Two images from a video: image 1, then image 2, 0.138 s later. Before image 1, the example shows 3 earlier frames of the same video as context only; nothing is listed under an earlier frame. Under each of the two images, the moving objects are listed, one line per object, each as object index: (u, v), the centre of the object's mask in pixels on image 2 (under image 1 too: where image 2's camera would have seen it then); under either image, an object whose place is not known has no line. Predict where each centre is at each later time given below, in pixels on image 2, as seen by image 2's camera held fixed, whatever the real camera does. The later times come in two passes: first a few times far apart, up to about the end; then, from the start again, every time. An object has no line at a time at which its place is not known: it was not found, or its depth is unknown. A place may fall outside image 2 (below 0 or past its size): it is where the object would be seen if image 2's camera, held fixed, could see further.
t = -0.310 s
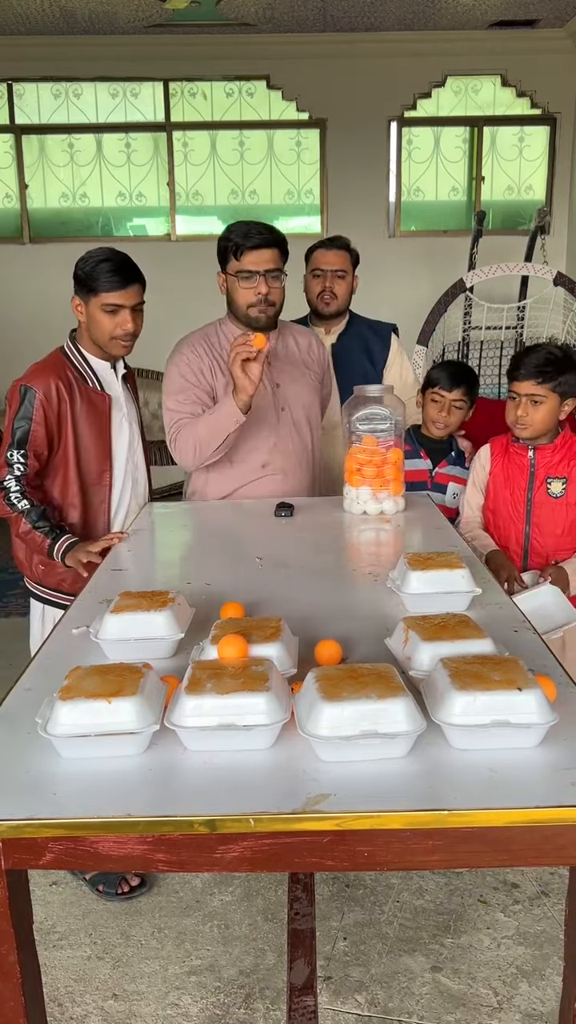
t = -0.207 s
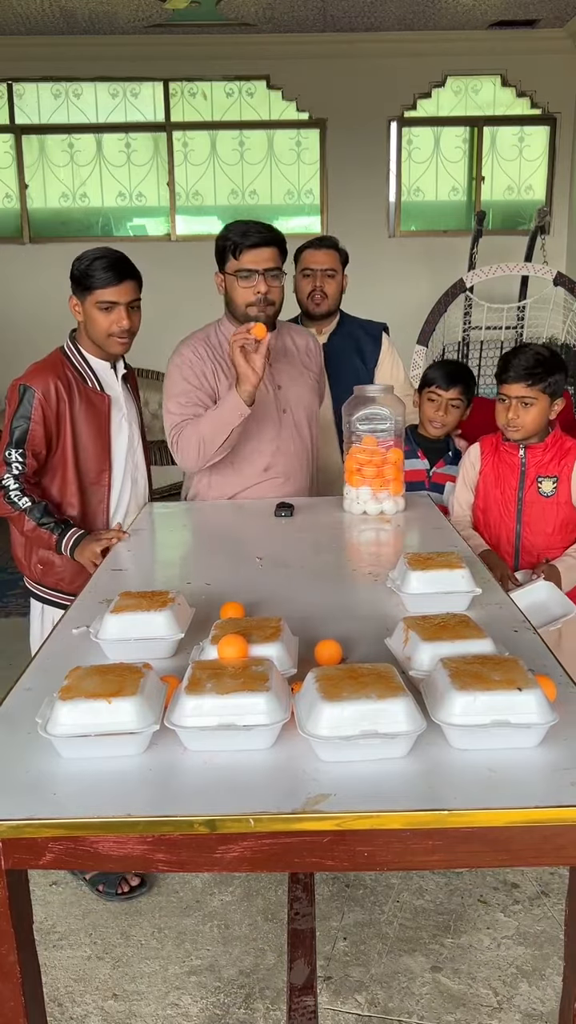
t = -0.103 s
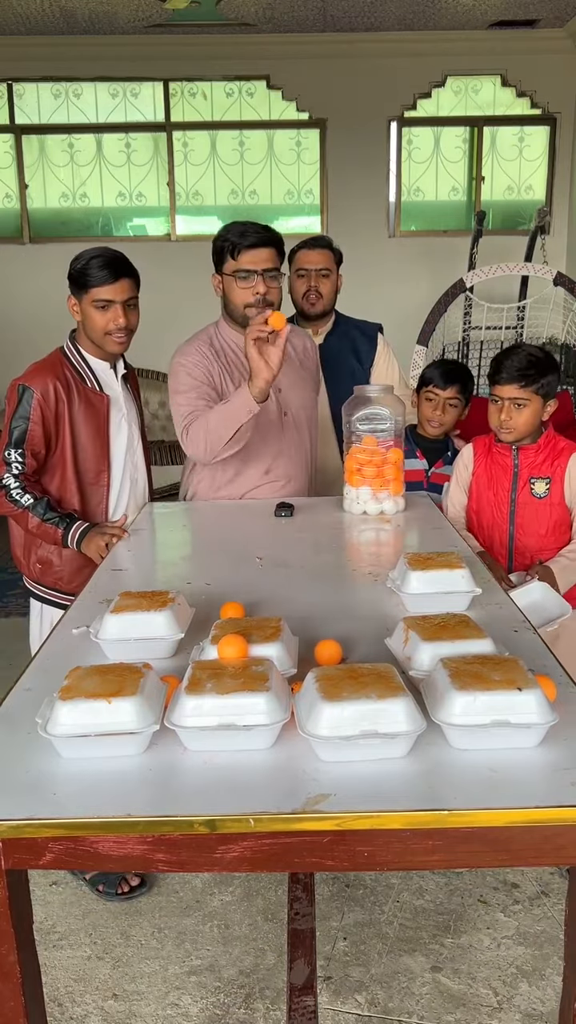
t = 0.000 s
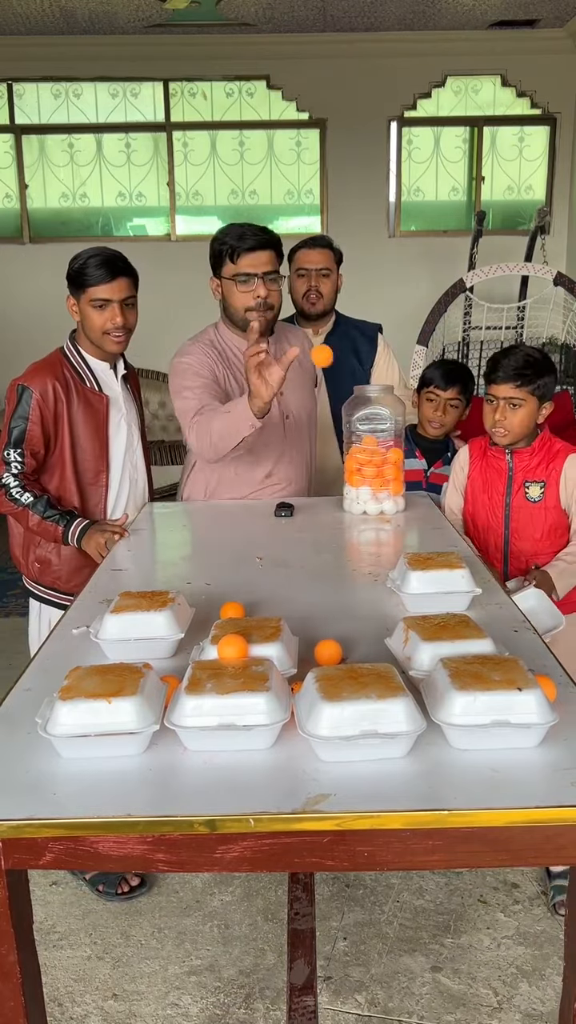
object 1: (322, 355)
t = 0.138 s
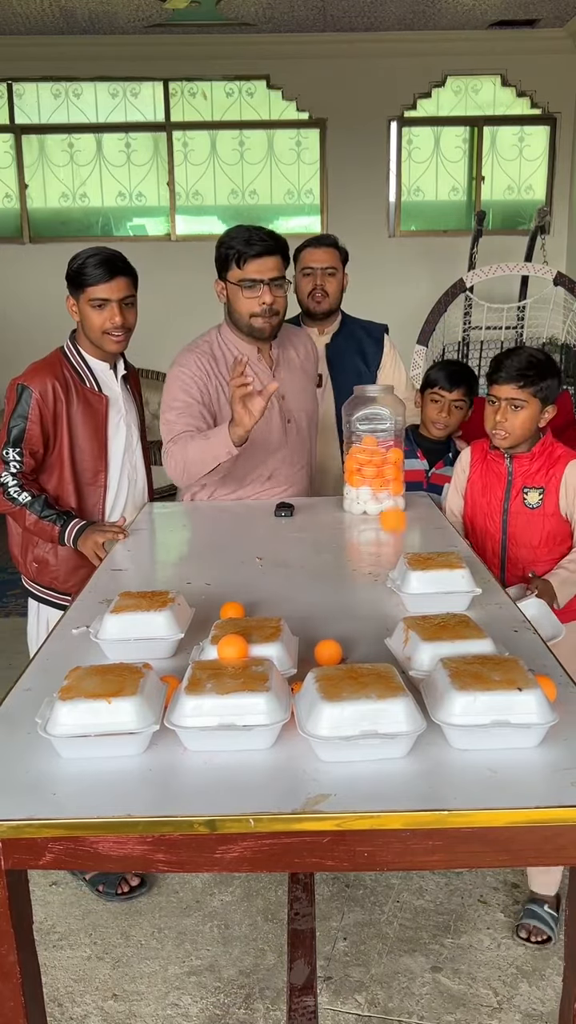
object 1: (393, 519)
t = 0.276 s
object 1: (433, 608)
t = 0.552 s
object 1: (431, 607)
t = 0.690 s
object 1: (431, 609)
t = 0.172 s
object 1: (414, 590)
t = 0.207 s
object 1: (427, 606)
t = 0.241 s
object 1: (431, 607)
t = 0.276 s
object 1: (433, 608)
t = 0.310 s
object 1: (435, 608)
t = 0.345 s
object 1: (436, 608)
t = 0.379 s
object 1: (435, 608)
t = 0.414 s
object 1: (434, 608)
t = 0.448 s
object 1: (433, 609)
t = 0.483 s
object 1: (432, 606)
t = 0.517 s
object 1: (432, 606)
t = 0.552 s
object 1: (431, 607)
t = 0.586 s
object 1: (431, 608)
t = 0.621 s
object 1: (431, 609)
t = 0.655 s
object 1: (431, 609)
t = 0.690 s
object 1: (431, 609)
